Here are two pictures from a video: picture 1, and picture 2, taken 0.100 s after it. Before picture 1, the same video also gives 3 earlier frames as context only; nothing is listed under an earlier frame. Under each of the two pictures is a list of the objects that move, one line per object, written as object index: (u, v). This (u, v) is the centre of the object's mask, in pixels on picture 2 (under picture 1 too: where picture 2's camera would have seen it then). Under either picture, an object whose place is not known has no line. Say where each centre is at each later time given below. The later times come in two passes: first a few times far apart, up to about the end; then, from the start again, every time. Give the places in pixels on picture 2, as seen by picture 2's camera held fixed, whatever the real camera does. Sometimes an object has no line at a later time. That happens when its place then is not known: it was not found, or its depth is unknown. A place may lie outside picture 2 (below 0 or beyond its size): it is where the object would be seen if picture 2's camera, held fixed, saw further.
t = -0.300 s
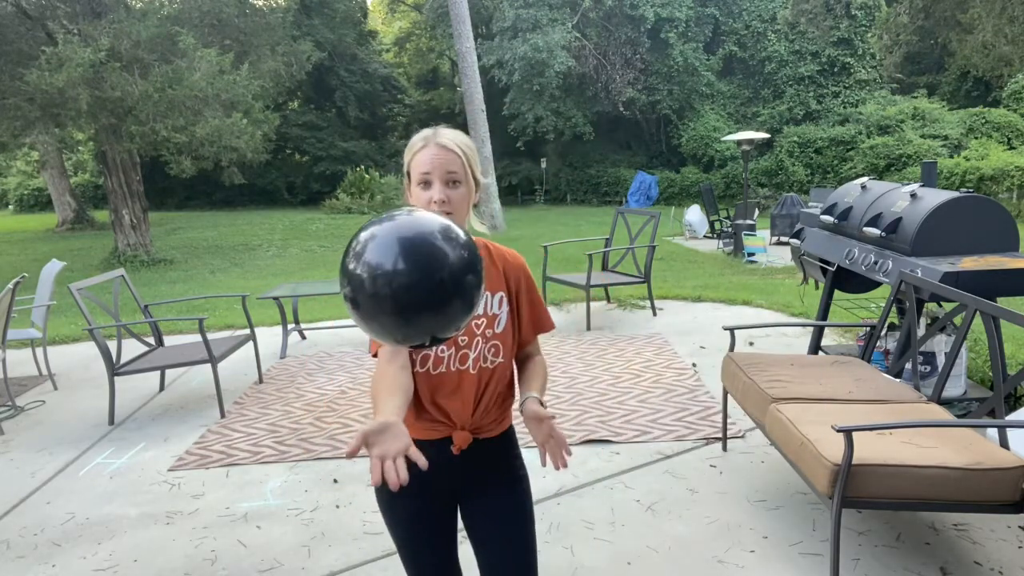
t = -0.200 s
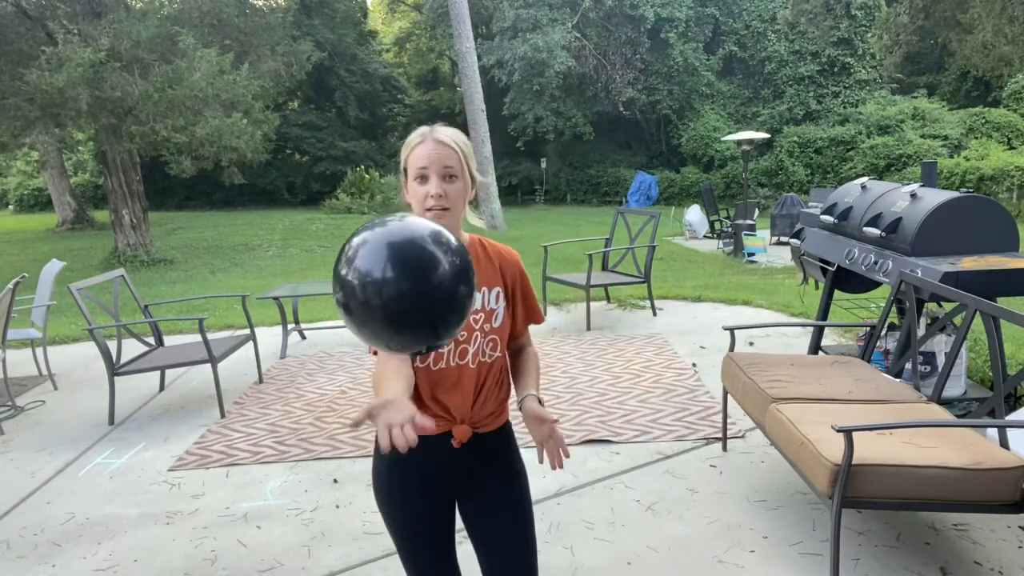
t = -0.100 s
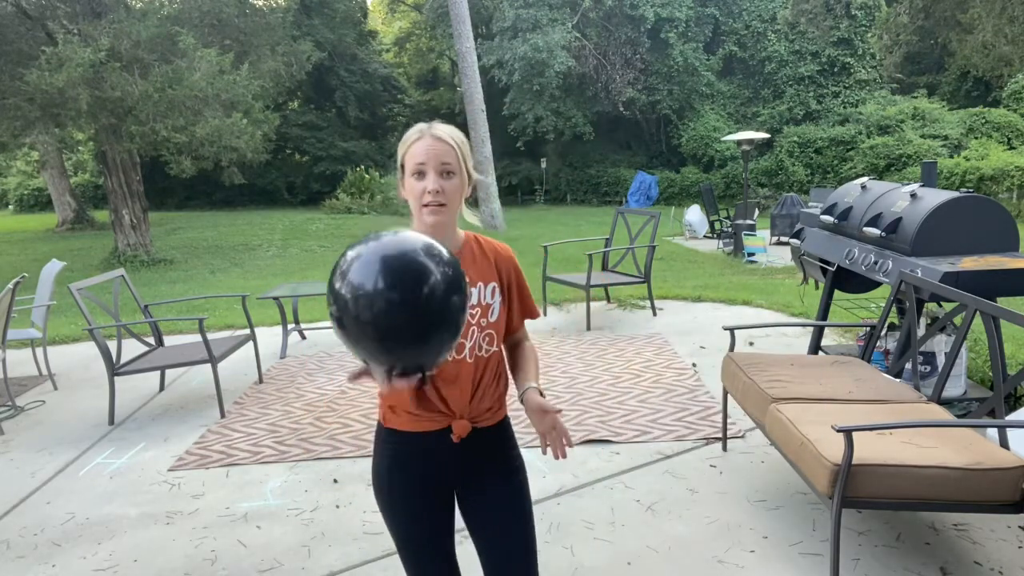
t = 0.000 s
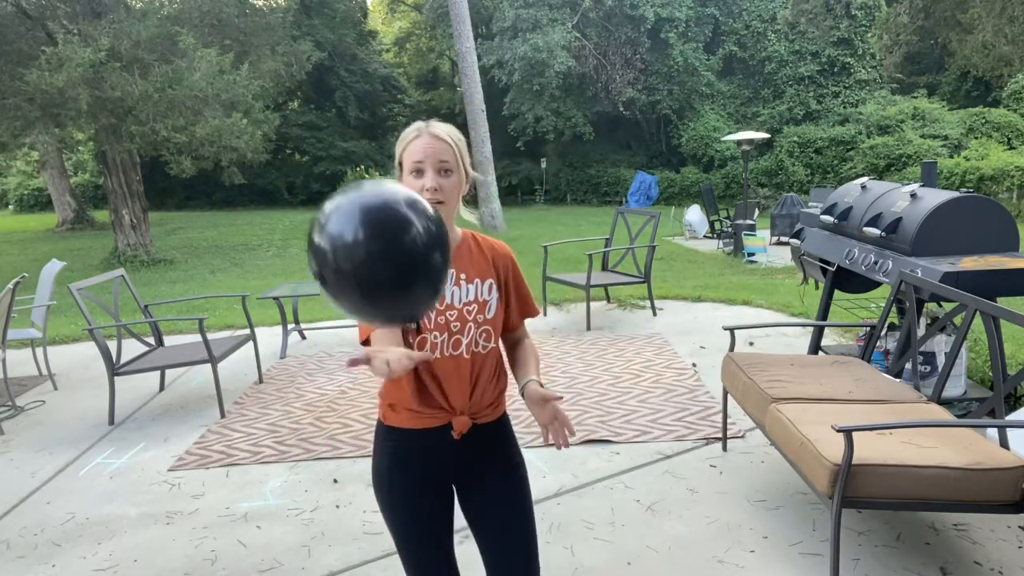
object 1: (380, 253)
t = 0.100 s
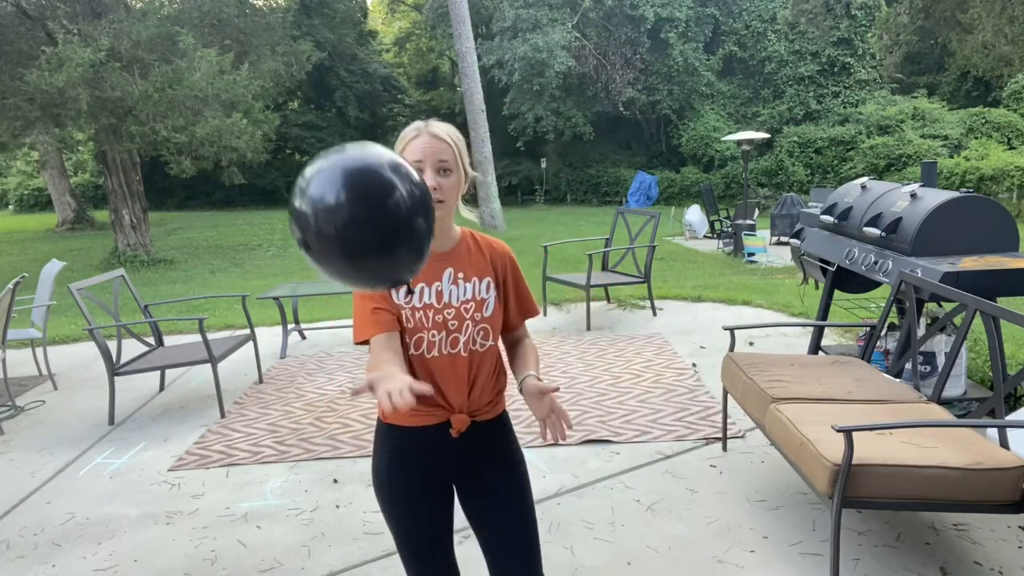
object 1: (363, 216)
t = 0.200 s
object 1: (348, 193)
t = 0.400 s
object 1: (324, 183)
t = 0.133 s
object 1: (358, 207)
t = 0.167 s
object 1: (352, 199)
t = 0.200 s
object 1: (348, 193)
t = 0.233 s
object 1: (343, 188)
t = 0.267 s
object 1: (339, 184)
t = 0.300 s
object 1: (335, 182)
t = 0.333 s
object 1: (331, 181)
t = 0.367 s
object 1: (327, 181)
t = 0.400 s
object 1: (324, 183)
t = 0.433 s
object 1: (321, 185)
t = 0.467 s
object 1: (318, 189)
